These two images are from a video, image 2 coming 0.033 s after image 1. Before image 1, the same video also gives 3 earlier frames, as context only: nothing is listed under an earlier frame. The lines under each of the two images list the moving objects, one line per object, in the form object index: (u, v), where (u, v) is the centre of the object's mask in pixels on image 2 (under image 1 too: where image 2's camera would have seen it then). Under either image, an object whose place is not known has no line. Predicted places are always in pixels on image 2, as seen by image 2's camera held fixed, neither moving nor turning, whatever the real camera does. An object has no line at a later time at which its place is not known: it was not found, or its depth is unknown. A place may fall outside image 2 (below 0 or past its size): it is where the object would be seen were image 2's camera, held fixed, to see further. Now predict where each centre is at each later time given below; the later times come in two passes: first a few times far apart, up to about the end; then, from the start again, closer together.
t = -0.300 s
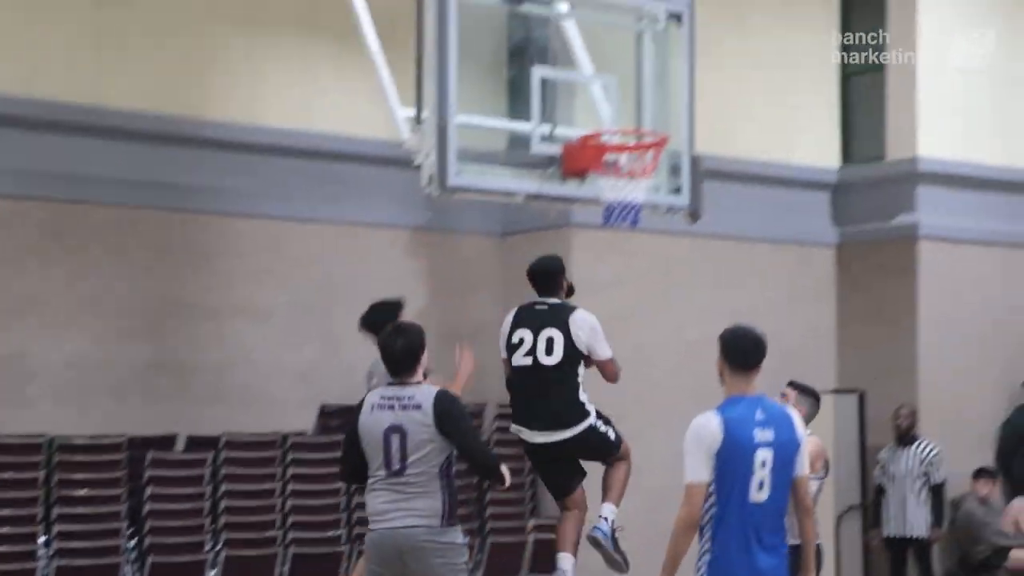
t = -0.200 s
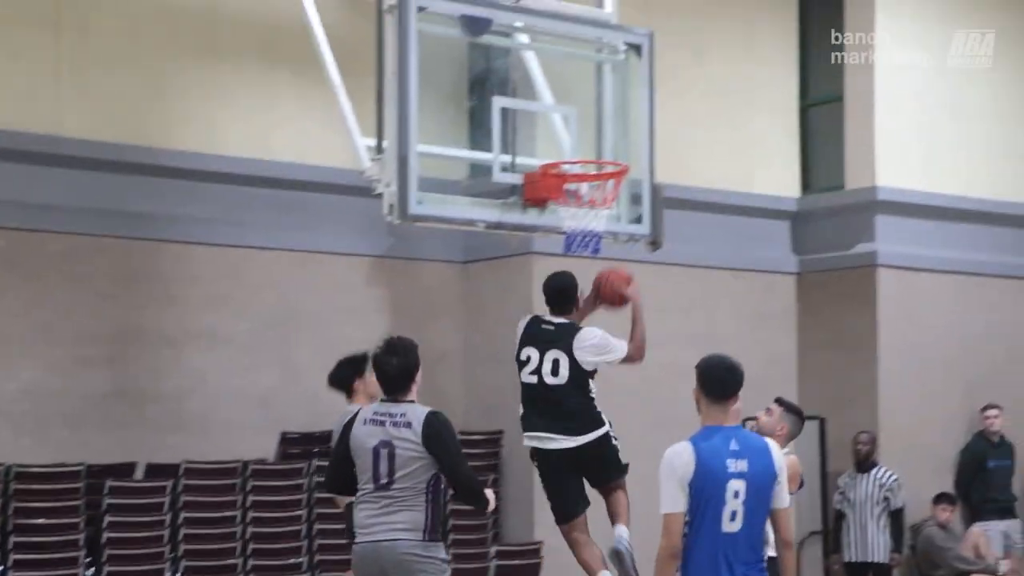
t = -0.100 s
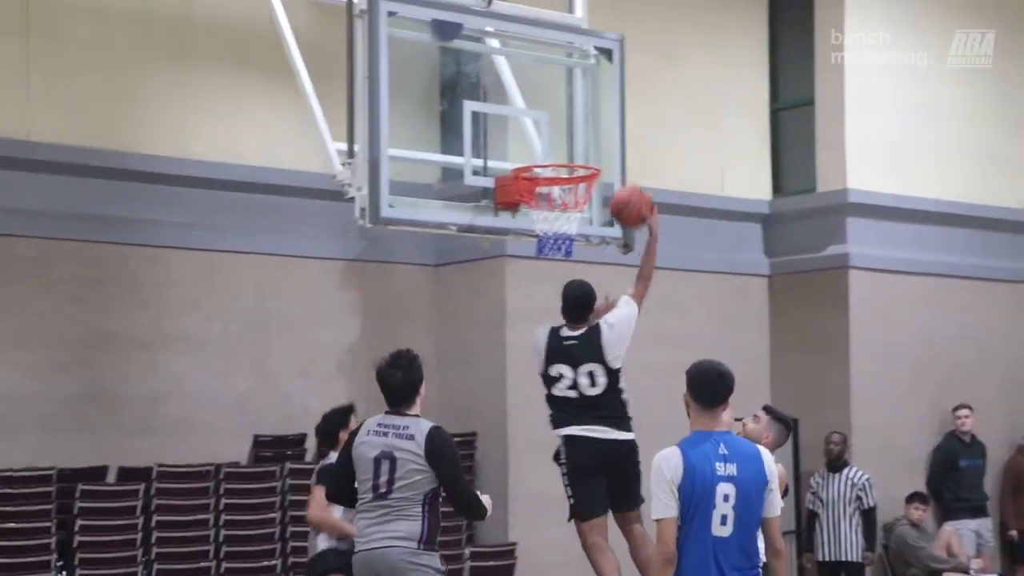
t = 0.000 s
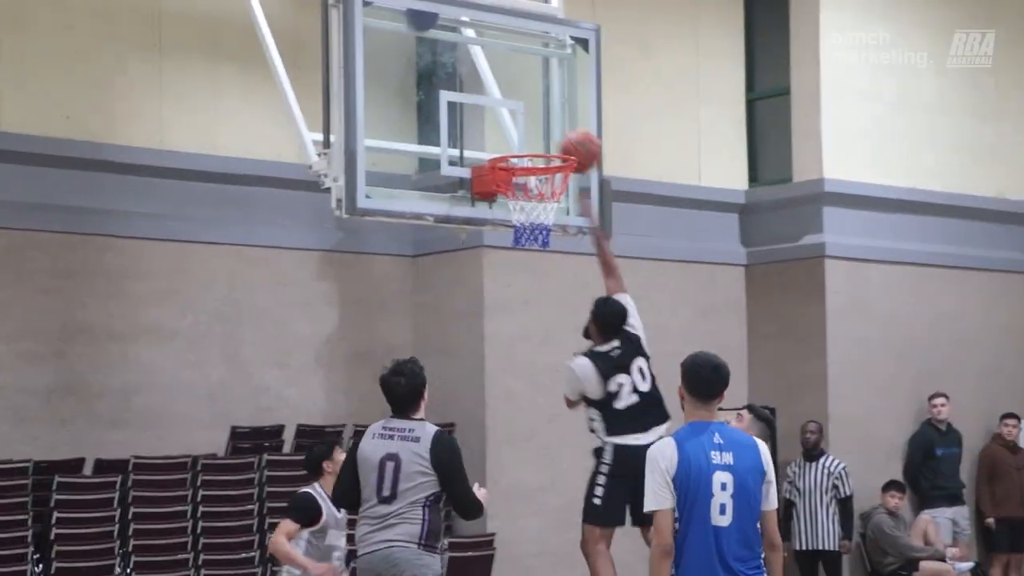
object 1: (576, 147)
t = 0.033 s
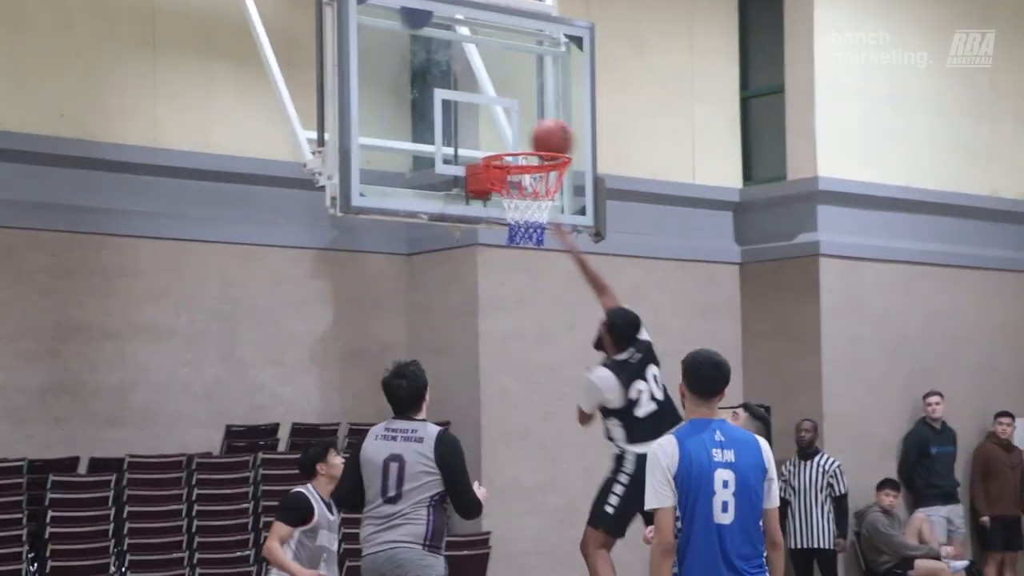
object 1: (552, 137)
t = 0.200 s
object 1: (504, 130)
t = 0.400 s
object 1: (544, 149)
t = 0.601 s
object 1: (500, 140)
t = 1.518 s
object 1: (532, 265)
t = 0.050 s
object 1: (541, 134)
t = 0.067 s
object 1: (530, 132)
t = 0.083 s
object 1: (519, 129)
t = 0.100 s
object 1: (507, 126)
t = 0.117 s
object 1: (500, 125)
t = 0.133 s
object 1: (500, 125)
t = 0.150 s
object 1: (501, 125)
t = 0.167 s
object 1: (502, 127)
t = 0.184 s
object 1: (503, 128)
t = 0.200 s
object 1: (504, 130)
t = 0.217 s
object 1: (505, 132)
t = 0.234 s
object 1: (506, 134)
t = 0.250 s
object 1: (507, 136)
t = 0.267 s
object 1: (509, 142)
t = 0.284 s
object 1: (515, 143)
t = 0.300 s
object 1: (522, 144)
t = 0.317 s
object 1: (531, 147)
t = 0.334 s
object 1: (539, 149)
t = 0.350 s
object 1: (544, 149)
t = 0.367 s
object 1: (545, 150)
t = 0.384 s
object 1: (545, 150)
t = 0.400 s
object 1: (544, 149)
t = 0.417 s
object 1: (542, 148)
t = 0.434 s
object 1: (542, 142)
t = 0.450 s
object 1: (537, 146)
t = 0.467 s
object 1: (533, 145)
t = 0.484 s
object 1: (529, 142)
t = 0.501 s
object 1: (525, 140)
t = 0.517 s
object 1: (521, 136)
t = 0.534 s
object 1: (516, 137)
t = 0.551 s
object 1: (512, 137)
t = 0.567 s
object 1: (508, 137)
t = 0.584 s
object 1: (504, 139)
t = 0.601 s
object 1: (500, 140)
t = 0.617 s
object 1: (497, 139)
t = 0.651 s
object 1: (496, 137)
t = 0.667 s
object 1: (496, 136)
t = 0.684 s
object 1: (496, 135)
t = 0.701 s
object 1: (496, 135)
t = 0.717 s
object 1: (496, 135)
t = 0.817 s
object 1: (498, 138)
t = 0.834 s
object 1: (499, 138)
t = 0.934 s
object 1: (509, 143)
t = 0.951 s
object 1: (509, 142)
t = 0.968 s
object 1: (515, 148)
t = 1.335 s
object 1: (554, 218)
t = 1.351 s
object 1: (552, 220)
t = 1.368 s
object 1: (550, 223)
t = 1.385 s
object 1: (548, 228)
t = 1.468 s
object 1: (537, 244)
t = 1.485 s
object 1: (535, 251)
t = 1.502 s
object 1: (534, 259)
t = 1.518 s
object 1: (532, 265)
